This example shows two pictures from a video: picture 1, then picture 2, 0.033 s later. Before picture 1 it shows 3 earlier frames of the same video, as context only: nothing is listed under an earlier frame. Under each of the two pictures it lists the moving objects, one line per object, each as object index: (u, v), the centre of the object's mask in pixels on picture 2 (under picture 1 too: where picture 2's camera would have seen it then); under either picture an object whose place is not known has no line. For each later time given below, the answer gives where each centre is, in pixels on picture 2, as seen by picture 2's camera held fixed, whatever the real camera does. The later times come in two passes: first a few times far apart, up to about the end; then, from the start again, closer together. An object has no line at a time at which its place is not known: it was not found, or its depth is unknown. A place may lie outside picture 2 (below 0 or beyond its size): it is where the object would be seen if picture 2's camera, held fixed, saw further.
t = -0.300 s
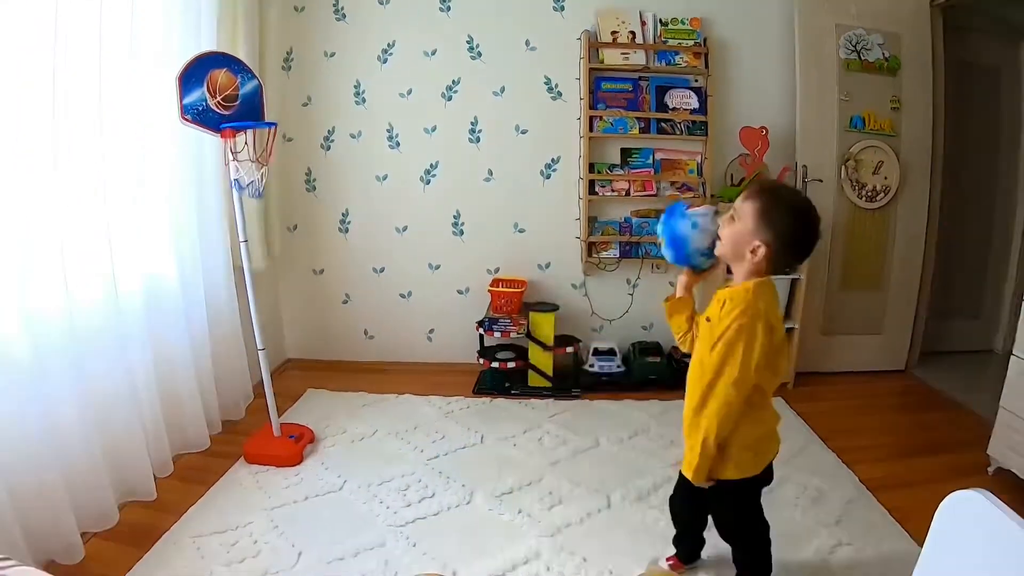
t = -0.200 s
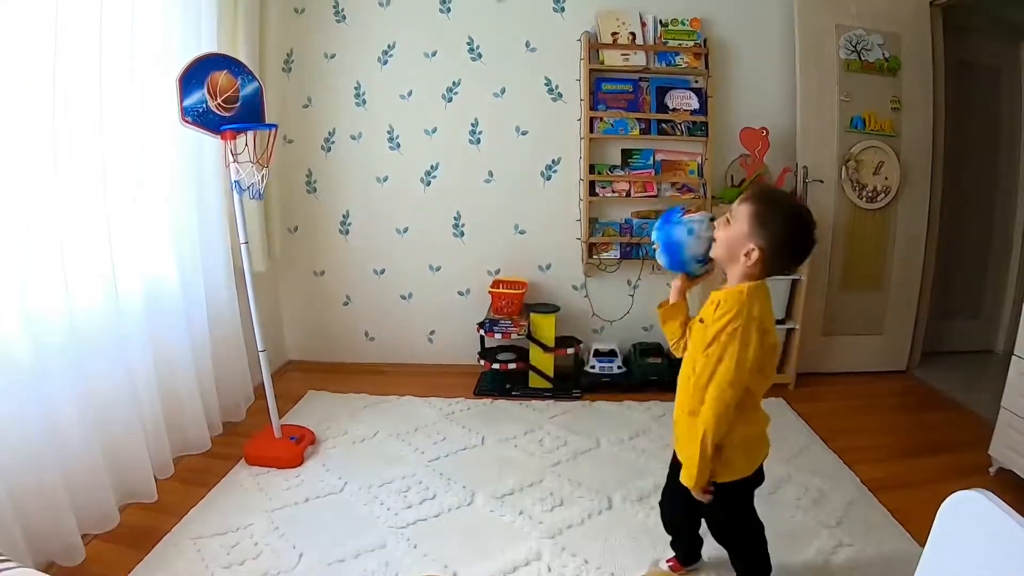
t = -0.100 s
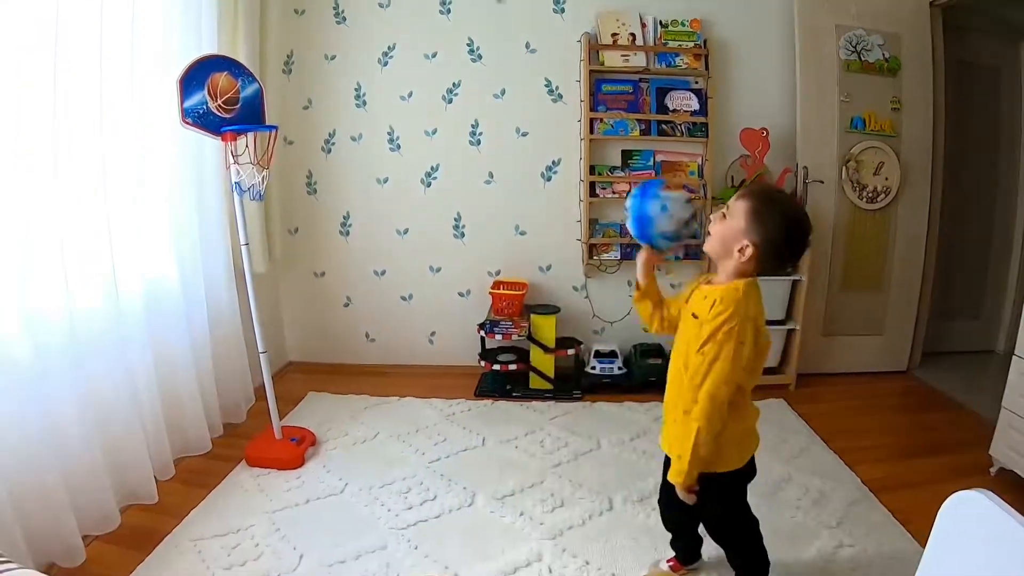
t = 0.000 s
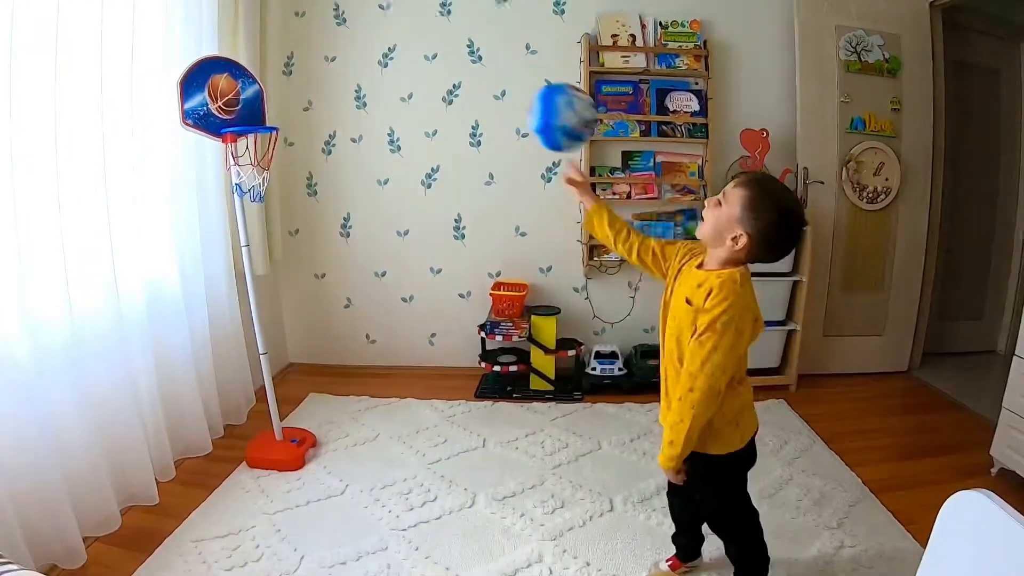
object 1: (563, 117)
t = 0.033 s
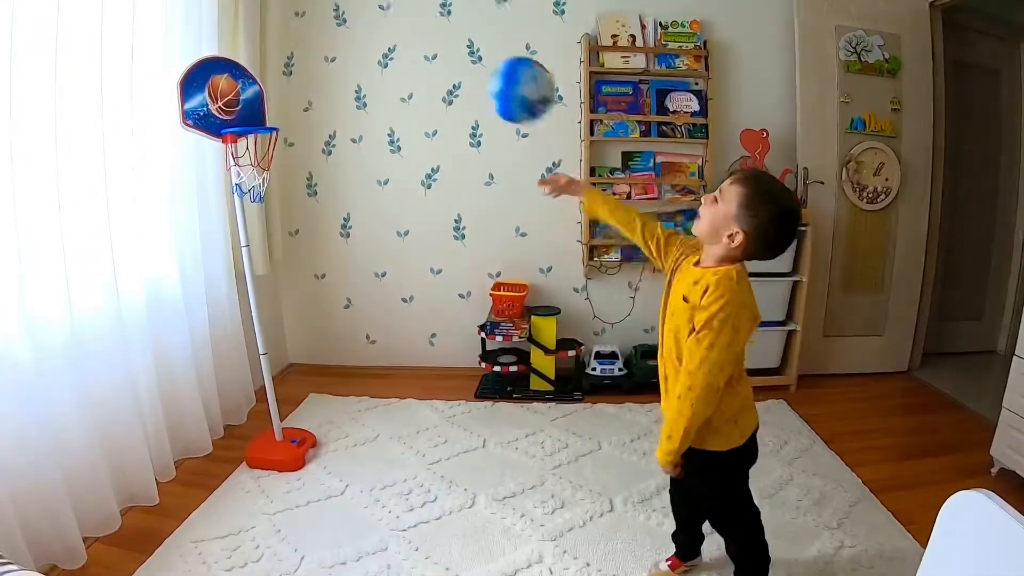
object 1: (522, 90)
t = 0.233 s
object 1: (327, 46)
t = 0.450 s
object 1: (248, 112)
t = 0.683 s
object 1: (236, 86)
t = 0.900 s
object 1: (228, 113)
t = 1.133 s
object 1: (251, 116)
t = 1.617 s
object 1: (270, 233)
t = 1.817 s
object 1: (288, 403)
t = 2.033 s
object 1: (306, 388)
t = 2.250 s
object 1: (337, 437)
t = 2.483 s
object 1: (357, 448)
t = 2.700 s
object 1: (376, 470)
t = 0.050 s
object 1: (502, 79)
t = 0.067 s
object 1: (483, 69)
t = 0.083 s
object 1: (464, 62)
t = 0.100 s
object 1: (447, 55)
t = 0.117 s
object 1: (429, 50)
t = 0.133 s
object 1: (413, 46)
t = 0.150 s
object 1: (397, 44)
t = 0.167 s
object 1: (382, 42)
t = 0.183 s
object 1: (368, 42)
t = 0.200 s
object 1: (353, 42)
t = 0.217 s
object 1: (340, 44)
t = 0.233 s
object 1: (327, 46)
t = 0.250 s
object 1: (315, 49)
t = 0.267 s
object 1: (304, 53)
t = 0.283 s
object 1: (292, 57)
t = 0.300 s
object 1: (281, 62)
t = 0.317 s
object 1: (271, 68)
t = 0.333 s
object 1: (262, 74)
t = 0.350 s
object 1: (252, 81)
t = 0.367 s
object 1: (243, 88)
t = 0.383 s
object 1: (240, 94)
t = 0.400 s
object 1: (241, 98)
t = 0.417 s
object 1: (243, 102)
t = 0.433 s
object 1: (243, 106)
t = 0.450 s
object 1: (248, 112)
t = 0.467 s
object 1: (249, 117)
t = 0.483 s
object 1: (250, 122)
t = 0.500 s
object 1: (248, 125)
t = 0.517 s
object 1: (247, 126)
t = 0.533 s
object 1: (246, 124)
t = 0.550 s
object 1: (244, 120)
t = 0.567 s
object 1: (244, 116)
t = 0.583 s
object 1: (243, 110)
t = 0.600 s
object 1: (241, 104)
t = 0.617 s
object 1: (240, 98)
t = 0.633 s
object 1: (239, 94)
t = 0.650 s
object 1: (238, 91)
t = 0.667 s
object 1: (237, 88)
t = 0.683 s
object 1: (236, 86)
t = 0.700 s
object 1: (235, 85)
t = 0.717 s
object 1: (234, 85)
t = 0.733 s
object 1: (233, 85)
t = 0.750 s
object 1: (232, 86)
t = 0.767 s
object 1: (231, 88)
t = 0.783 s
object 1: (230, 90)
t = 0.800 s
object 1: (228, 93)
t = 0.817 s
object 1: (227, 98)
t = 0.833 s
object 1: (227, 104)
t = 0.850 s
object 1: (227, 111)
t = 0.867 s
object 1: (227, 114)
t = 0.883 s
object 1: (228, 115)
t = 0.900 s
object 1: (228, 113)
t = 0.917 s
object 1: (230, 113)
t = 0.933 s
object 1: (231, 112)
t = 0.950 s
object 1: (232, 112)
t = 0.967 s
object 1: (234, 112)
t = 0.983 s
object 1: (236, 112)
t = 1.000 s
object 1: (238, 113)
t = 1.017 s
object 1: (239, 114)
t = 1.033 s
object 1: (242, 115)
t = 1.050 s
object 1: (244, 116)
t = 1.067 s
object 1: (245, 115)
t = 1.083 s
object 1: (247, 115)
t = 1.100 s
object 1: (248, 114)
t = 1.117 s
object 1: (249, 115)
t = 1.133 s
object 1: (251, 116)
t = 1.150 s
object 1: (252, 118)
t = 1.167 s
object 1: (252, 118)
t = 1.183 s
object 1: (252, 119)
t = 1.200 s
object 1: (252, 119)
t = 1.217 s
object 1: (251, 119)
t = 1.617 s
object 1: (270, 233)
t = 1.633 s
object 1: (270, 245)
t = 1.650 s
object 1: (271, 256)
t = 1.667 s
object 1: (272, 268)
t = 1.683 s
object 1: (272, 282)
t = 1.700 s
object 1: (274, 295)
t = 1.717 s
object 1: (275, 309)
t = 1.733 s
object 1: (277, 324)
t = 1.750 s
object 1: (279, 339)
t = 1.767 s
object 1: (281, 355)
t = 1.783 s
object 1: (283, 371)
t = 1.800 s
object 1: (285, 387)
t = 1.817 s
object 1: (288, 403)
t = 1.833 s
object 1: (291, 420)
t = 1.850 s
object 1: (293, 433)
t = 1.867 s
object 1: (294, 427)
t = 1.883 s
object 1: (294, 420)
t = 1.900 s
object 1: (296, 414)
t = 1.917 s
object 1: (297, 408)
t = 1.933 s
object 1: (297, 404)
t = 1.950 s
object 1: (298, 400)
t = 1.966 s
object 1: (299, 396)
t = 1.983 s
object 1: (301, 392)
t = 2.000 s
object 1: (303, 390)
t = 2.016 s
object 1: (304, 388)
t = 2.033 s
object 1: (306, 388)
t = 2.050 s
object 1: (308, 387)
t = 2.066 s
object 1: (310, 387)
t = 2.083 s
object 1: (312, 388)
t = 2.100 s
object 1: (314, 390)
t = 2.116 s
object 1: (316, 393)
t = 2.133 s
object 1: (318, 396)
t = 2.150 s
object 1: (320, 399)
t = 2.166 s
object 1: (323, 404)
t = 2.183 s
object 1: (325, 410)
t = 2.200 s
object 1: (328, 416)
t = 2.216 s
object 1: (331, 421)
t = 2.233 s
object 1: (335, 429)
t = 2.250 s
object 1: (337, 437)
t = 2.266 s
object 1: (340, 445)
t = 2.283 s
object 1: (343, 454)
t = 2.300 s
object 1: (347, 465)
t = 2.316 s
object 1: (348, 464)
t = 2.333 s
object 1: (348, 459)
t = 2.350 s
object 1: (349, 455)
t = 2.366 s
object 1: (350, 452)
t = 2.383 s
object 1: (350, 450)
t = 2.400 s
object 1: (351, 448)
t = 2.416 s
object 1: (352, 446)
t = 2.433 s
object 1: (353, 446)
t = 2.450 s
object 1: (354, 446)
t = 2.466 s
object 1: (356, 447)
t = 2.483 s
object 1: (357, 448)
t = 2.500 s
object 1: (358, 450)
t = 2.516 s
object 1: (359, 453)
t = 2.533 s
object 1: (361, 456)
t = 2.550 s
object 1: (363, 460)
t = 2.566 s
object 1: (365, 465)
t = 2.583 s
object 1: (367, 470)
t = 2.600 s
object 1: (368, 474)
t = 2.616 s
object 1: (369, 472)
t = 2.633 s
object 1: (371, 470)
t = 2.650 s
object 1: (372, 468)
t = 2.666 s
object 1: (373, 468)
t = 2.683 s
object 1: (375, 469)
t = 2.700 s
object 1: (376, 470)
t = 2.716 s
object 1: (378, 472)
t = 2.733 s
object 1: (380, 474)
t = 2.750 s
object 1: (382, 477)
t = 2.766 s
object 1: (383, 480)
